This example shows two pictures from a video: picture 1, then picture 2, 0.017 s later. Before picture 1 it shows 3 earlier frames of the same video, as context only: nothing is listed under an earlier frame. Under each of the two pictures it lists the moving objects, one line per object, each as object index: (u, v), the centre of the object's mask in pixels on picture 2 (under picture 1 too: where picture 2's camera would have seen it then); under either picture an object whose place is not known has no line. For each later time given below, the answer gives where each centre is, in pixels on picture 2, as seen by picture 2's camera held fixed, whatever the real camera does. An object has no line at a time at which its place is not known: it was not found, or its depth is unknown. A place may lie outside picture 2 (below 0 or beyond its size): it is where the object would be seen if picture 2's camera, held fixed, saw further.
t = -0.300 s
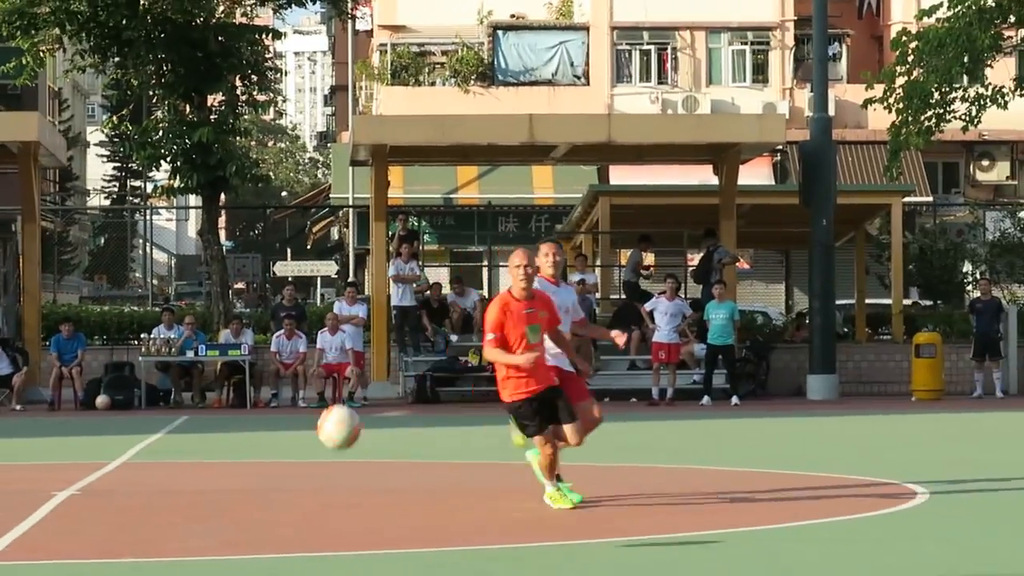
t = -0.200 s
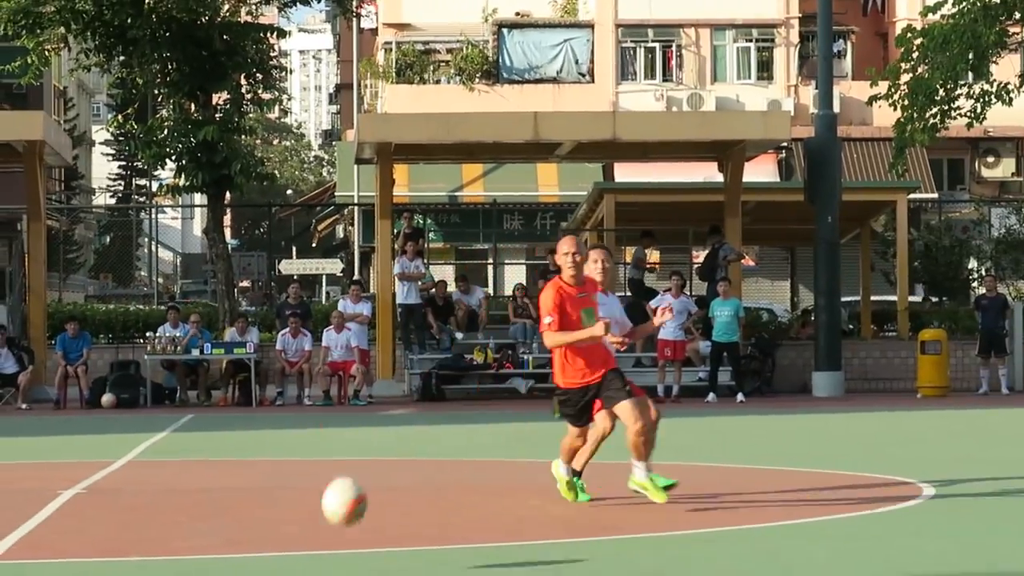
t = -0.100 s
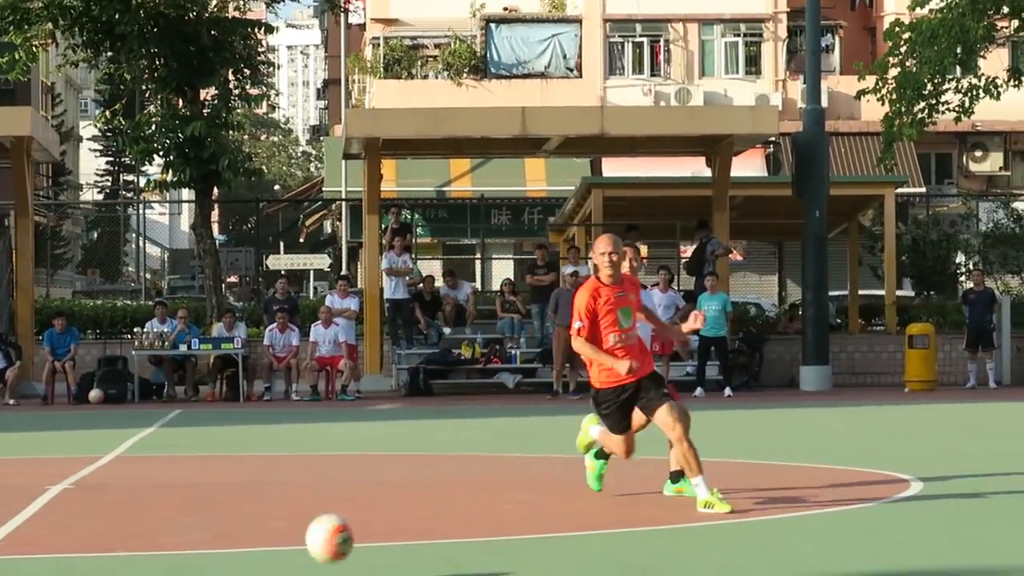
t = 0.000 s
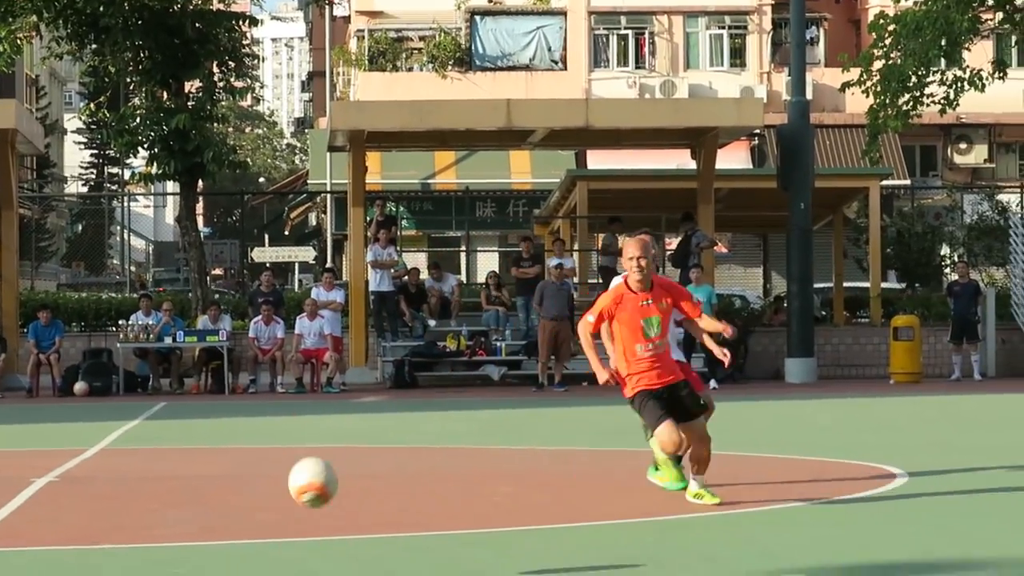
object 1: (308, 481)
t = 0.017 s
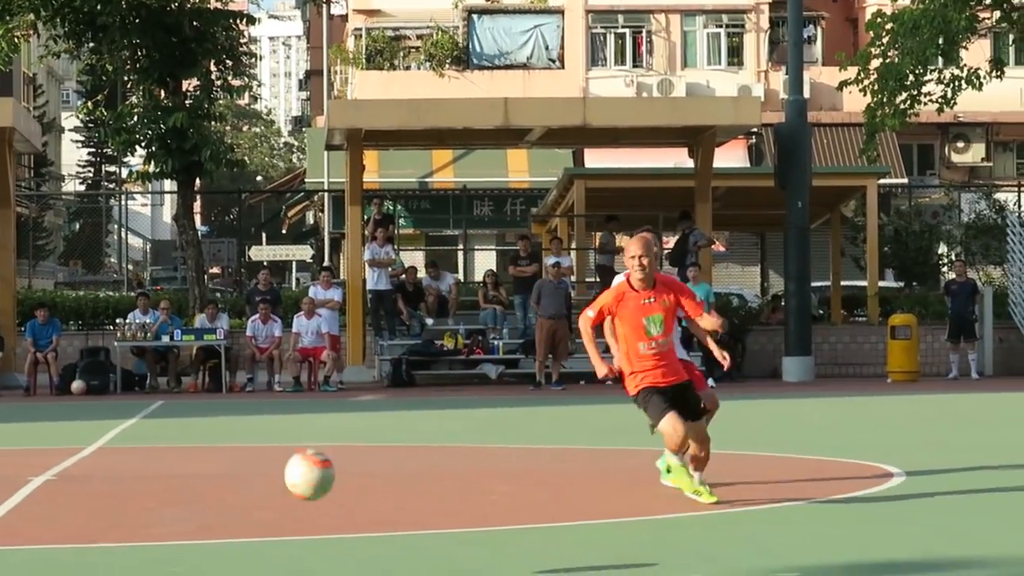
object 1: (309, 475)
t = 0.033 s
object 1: (312, 469)
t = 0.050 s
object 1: (314, 467)
